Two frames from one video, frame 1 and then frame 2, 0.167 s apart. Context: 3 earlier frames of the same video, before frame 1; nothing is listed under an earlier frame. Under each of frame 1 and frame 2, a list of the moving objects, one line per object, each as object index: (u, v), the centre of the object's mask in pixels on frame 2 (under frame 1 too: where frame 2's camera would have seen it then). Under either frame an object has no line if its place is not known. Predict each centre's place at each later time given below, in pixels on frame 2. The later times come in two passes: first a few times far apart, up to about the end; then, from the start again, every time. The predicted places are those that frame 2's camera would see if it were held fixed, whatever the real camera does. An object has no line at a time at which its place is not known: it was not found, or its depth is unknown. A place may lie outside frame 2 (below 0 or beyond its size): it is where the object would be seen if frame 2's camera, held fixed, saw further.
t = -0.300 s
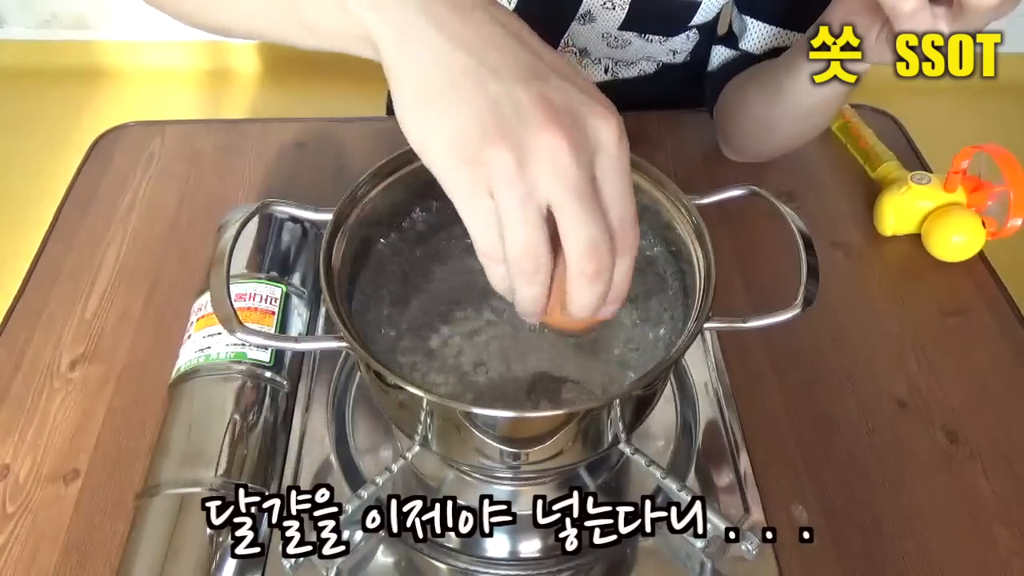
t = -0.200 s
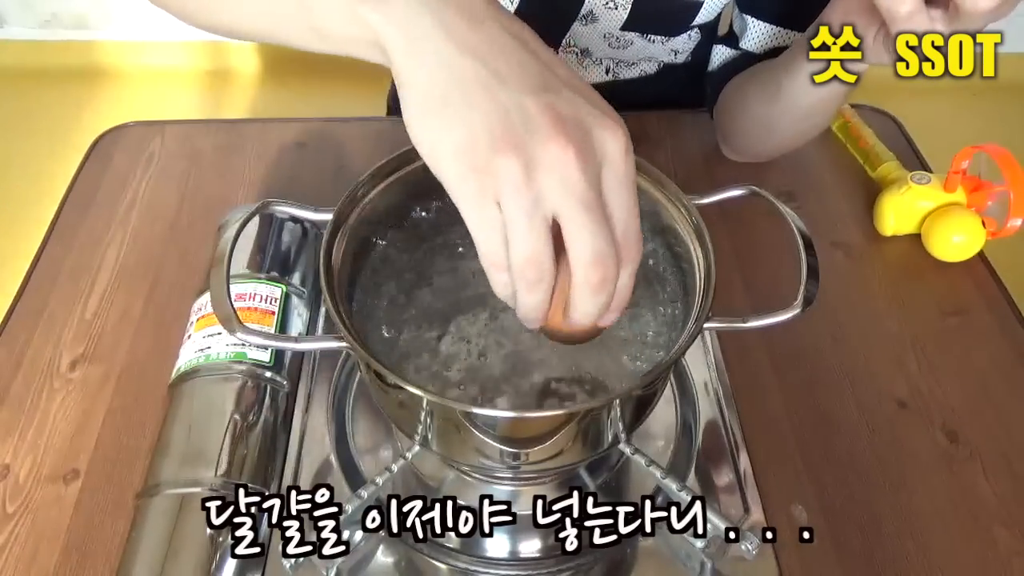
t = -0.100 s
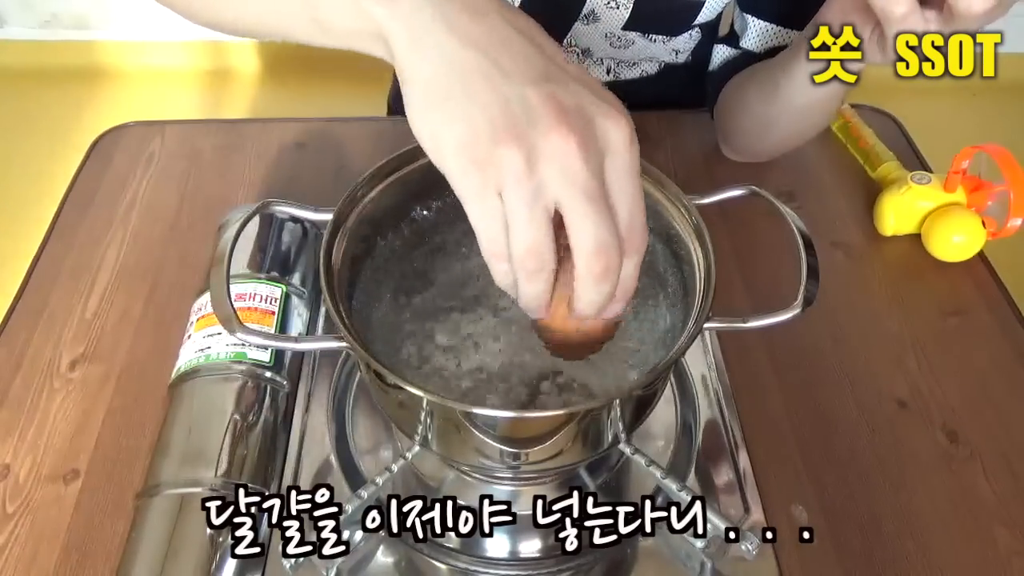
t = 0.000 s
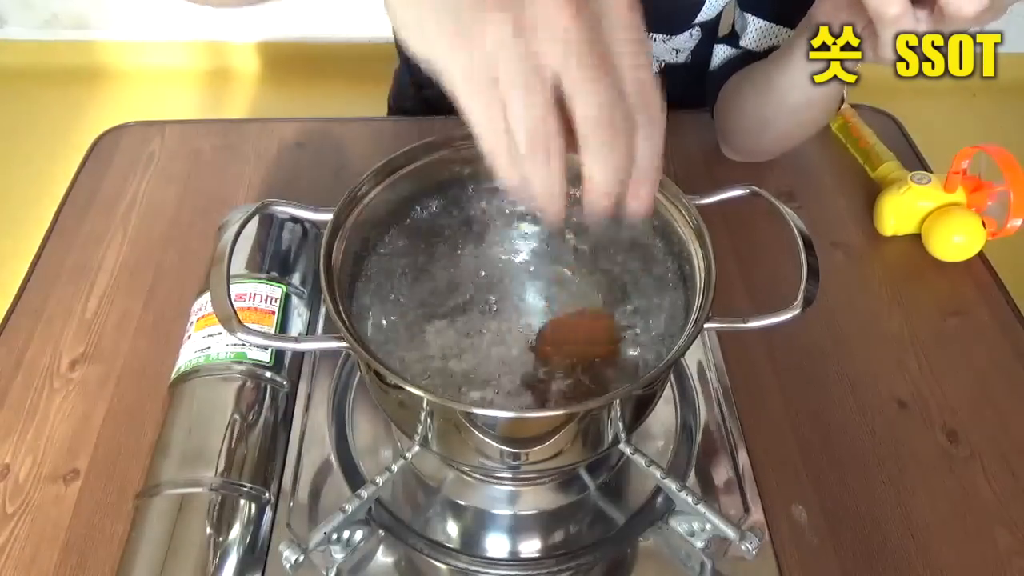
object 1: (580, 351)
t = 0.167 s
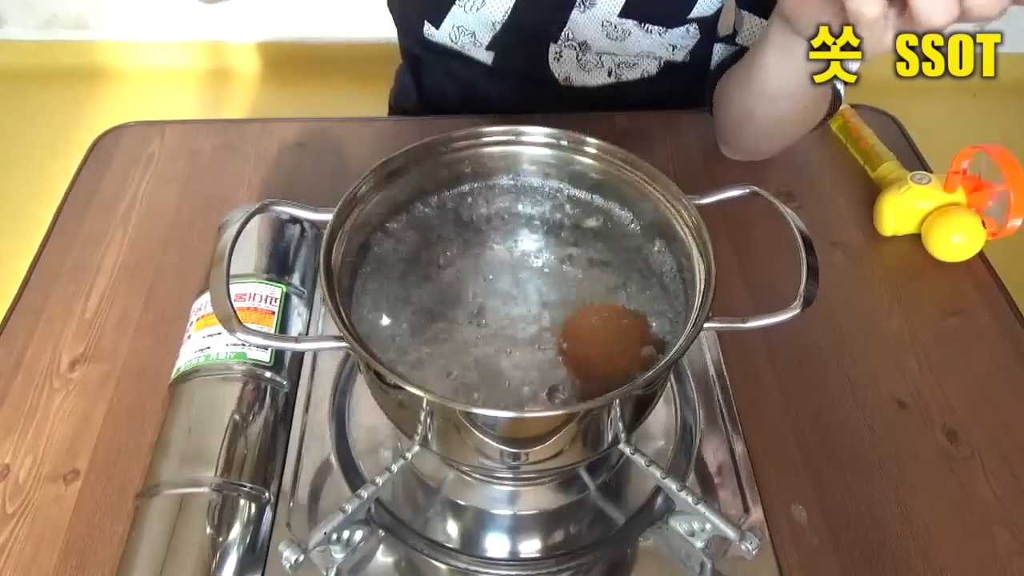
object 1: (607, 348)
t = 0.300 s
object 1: (617, 347)
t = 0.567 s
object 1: (617, 349)
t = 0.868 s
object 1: (612, 350)
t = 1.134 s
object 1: (610, 354)
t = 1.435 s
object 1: (612, 352)
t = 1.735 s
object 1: (612, 351)
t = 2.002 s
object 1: (610, 351)
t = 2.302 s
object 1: (612, 350)
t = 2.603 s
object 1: (613, 346)
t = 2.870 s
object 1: (612, 343)
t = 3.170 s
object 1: (613, 335)
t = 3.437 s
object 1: (605, 323)
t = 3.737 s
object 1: (614, 314)
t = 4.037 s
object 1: (601, 301)
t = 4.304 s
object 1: (600, 294)
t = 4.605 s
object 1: (594, 289)
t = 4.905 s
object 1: (588, 283)
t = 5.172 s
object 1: (584, 282)
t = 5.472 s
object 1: (580, 278)
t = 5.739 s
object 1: (577, 273)
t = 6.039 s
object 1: (575, 271)
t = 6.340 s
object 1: (573, 272)
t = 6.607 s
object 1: (570, 269)
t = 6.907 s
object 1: (565, 268)
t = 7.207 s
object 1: (561, 268)
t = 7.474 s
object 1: (561, 270)
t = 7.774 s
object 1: (559, 271)
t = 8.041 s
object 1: (558, 270)
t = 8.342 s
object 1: (558, 268)
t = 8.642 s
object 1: (555, 271)
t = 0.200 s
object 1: (611, 349)
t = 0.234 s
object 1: (614, 349)
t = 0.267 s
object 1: (615, 349)
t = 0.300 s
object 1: (617, 347)
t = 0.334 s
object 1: (621, 344)
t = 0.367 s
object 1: (619, 348)
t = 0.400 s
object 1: (621, 347)
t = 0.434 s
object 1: (618, 351)
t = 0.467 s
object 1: (618, 349)
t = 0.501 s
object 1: (616, 349)
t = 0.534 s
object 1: (619, 346)
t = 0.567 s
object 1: (617, 349)
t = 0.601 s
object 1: (615, 351)
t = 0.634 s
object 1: (613, 350)
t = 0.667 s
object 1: (615, 349)
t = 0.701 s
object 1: (614, 348)
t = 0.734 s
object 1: (613, 350)
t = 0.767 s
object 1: (612, 351)
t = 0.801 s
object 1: (610, 351)
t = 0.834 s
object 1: (612, 351)
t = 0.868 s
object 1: (612, 350)
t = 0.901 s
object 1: (612, 351)
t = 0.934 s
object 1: (610, 351)
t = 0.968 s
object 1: (610, 351)
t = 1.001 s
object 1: (609, 352)
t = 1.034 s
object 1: (609, 353)
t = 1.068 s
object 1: (608, 353)
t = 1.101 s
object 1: (610, 354)
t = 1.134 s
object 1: (610, 354)
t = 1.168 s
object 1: (610, 354)
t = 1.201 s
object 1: (608, 354)
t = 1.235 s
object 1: (611, 353)
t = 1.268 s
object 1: (610, 354)
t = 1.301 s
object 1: (611, 354)
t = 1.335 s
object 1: (613, 352)
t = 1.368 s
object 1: (611, 353)
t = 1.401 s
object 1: (610, 351)
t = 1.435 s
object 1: (612, 352)
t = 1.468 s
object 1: (613, 352)
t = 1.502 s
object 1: (610, 352)
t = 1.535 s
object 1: (611, 353)
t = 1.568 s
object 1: (610, 353)
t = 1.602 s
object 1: (611, 352)
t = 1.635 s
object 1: (611, 353)
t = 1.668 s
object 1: (611, 353)
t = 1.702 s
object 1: (610, 352)
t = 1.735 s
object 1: (612, 351)
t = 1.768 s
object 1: (611, 351)
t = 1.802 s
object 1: (612, 351)
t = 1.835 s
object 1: (612, 352)
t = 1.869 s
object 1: (612, 350)
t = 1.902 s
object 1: (611, 351)
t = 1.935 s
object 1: (612, 352)
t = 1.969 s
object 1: (610, 351)
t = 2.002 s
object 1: (610, 351)
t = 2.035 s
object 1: (611, 351)
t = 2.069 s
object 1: (611, 350)
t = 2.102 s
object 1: (611, 350)
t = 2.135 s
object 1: (610, 350)
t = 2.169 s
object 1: (611, 351)
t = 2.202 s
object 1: (612, 350)
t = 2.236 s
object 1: (611, 350)
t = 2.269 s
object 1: (611, 350)
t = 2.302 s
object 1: (612, 350)
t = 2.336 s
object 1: (611, 352)
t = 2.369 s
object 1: (611, 351)
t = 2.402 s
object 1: (610, 351)
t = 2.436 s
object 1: (611, 350)
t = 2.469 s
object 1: (613, 347)
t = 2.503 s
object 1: (612, 349)
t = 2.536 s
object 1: (612, 348)
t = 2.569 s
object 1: (612, 346)
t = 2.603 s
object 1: (613, 346)
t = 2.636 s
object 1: (613, 345)
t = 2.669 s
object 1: (613, 345)
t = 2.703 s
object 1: (614, 344)
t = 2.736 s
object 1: (613, 344)
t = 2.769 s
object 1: (614, 344)
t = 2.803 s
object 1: (615, 344)
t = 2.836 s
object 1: (614, 343)
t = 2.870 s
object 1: (612, 343)
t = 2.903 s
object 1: (613, 341)
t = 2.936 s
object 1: (613, 340)
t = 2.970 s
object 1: (614, 338)
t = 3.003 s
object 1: (613, 338)
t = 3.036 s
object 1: (612, 337)
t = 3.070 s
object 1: (612, 337)
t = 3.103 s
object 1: (612, 337)
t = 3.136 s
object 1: (614, 335)
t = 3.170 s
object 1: (613, 335)
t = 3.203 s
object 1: (612, 333)
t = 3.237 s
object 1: (612, 333)
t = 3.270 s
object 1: (613, 330)
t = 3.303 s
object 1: (615, 328)
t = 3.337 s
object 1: (617, 328)
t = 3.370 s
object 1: (614, 327)
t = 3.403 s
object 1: (615, 325)
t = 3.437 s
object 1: (605, 323)
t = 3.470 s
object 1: (605, 322)
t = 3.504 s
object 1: (605, 320)
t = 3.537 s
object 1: (603, 318)
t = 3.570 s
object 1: (615, 319)
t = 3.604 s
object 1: (613, 318)
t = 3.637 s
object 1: (613, 316)
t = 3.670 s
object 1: (614, 314)
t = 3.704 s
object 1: (614, 314)
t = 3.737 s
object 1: (614, 314)
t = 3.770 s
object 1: (615, 311)
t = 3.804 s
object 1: (615, 311)
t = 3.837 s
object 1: (616, 309)
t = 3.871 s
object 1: (617, 309)
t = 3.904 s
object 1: (615, 307)
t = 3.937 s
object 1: (614, 305)
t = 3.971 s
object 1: (600, 302)
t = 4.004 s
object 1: (600, 303)
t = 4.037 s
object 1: (601, 301)
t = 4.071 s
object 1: (599, 299)
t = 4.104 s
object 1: (599, 298)
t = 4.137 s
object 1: (599, 296)
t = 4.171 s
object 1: (598, 297)
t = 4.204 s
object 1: (598, 296)
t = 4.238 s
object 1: (598, 294)
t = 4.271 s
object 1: (598, 294)
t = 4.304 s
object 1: (600, 294)
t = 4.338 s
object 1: (599, 293)
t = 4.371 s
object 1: (598, 292)
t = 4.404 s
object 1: (598, 291)
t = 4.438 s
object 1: (597, 291)
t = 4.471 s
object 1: (596, 289)
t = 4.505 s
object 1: (595, 289)
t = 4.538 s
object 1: (595, 289)
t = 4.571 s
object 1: (595, 288)
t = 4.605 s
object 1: (594, 289)
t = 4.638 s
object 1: (594, 290)
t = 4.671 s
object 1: (593, 288)
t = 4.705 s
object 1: (594, 287)
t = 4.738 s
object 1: (593, 287)
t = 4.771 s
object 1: (591, 287)
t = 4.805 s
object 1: (590, 287)
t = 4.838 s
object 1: (588, 287)
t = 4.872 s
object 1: (588, 285)
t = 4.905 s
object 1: (588, 283)
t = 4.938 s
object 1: (585, 284)
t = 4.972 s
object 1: (587, 285)
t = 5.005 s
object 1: (586, 285)
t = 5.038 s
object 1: (586, 285)
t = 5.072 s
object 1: (586, 285)
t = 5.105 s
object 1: (585, 283)
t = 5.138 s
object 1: (584, 282)
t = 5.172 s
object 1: (584, 282)
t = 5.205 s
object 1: (584, 282)
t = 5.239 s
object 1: (582, 282)
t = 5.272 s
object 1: (583, 281)
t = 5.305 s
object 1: (583, 279)
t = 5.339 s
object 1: (581, 279)
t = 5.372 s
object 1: (580, 279)
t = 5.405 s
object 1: (580, 280)
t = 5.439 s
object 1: (580, 278)
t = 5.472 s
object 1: (580, 278)
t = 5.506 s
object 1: (579, 277)
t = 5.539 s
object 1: (578, 277)
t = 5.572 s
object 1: (576, 276)
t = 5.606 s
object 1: (578, 277)
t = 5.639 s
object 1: (577, 277)
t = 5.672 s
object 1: (576, 274)
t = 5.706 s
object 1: (576, 274)
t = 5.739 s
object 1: (577, 273)
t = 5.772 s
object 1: (575, 274)
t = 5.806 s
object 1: (577, 272)
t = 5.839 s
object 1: (576, 271)
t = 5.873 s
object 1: (575, 273)
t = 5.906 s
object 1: (575, 272)
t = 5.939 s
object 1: (575, 271)
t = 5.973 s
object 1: (574, 270)
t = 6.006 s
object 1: (573, 271)
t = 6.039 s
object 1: (575, 271)
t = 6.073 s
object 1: (575, 271)
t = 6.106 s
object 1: (574, 270)
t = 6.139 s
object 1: (574, 271)
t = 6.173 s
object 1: (574, 271)
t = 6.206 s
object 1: (574, 271)
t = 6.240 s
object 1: (573, 271)
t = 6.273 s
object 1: (572, 271)
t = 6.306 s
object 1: (573, 270)
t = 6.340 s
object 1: (573, 272)
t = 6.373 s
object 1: (572, 269)
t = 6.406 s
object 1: (570, 269)
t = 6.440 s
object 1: (572, 268)
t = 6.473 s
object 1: (571, 268)
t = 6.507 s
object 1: (571, 269)
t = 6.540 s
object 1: (572, 268)
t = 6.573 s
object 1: (571, 269)
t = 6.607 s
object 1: (570, 269)
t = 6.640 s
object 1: (570, 270)
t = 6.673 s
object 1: (570, 267)
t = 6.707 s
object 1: (568, 268)
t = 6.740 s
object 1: (569, 268)
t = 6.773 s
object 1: (568, 268)
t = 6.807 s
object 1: (567, 267)
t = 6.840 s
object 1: (567, 267)
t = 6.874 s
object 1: (565, 269)
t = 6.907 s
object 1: (565, 268)
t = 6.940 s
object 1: (564, 267)
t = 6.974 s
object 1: (563, 268)
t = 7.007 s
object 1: (564, 268)
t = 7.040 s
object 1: (562, 269)
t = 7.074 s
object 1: (563, 269)
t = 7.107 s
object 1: (561, 268)
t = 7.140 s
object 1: (562, 269)
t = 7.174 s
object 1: (561, 269)
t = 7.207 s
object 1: (561, 268)
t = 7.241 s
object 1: (563, 269)
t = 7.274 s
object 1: (563, 268)
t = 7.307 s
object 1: (562, 270)
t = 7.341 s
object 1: (562, 268)
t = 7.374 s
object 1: (560, 269)
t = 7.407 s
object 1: (560, 270)
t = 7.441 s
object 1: (561, 269)
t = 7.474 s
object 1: (561, 270)
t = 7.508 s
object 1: (559, 269)
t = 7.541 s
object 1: (559, 271)
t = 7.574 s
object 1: (560, 271)
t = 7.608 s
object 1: (560, 270)
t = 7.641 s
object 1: (559, 270)
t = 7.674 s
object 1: (559, 270)
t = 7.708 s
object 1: (558, 271)
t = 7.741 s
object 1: (558, 272)
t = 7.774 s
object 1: (559, 271)
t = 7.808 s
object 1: (559, 270)
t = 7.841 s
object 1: (559, 269)
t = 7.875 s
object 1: (560, 269)
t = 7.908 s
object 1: (559, 270)
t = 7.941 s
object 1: (559, 270)
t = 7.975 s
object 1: (559, 269)
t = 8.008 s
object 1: (558, 270)
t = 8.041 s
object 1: (558, 270)
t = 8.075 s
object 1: (558, 269)
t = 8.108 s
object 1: (558, 269)
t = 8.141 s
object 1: (559, 271)
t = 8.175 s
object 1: (559, 269)
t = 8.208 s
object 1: (557, 268)
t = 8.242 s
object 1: (556, 269)
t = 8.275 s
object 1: (557, 270)
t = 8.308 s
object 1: (556, 269)
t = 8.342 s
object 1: (558, 268)
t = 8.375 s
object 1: (556, 268)
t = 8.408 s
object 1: (556, 268)
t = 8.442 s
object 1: (555, 267)
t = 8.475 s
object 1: (554, 268)
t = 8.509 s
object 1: (558, 267)
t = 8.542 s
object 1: (556, 271)
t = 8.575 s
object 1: (555, 272)
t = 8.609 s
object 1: (555, 272)
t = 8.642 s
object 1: (555, 271)
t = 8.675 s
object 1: (554, 271)
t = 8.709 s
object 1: (554, 274)
